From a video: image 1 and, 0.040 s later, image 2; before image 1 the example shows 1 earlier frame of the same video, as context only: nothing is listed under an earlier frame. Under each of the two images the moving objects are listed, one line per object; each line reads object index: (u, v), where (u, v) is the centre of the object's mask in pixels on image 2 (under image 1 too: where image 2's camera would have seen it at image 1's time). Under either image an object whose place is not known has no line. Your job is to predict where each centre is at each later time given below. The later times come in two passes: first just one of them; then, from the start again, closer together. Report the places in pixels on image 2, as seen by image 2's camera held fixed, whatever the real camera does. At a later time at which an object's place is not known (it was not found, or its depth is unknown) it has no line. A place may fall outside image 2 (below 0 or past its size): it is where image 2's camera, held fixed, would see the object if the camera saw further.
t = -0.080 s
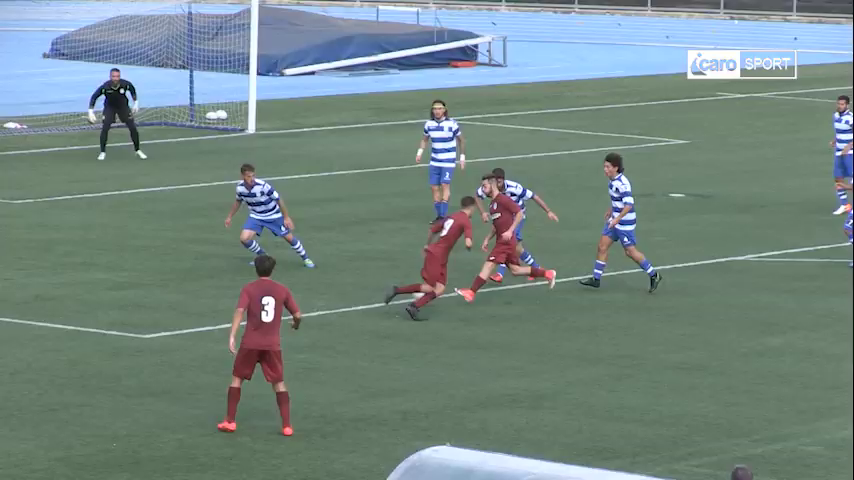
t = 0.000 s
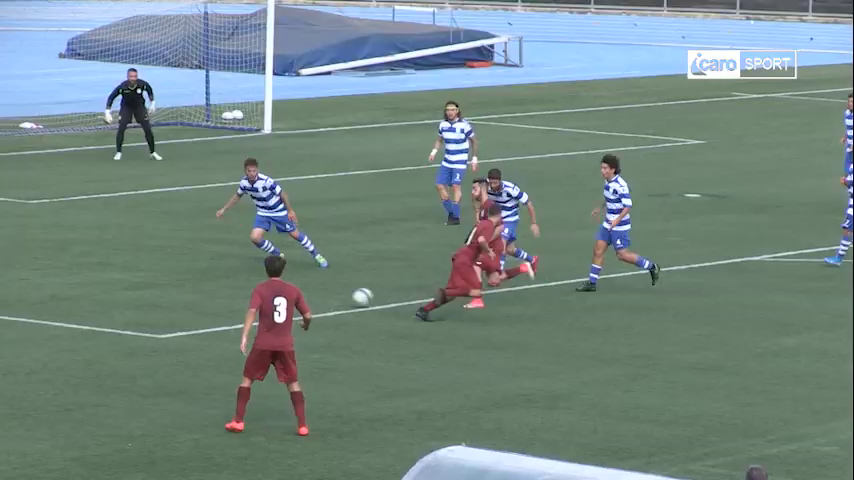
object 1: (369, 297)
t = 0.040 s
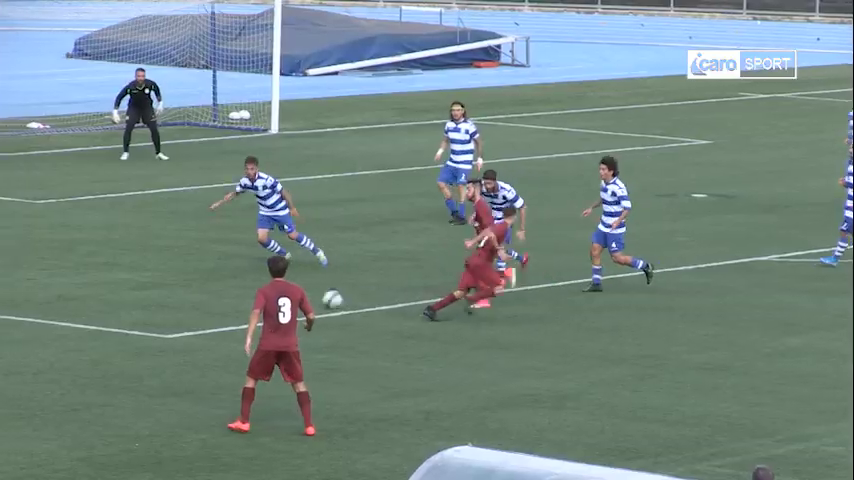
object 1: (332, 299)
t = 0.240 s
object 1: (167, 302)
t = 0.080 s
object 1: (304, 295)
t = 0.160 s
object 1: (232, 298)
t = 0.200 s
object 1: (198, 300)
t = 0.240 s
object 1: (167, 302)
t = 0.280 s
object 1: (138, 301)
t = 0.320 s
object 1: (109, 301)
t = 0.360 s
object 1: (80, 303)
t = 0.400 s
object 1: (52, 306)
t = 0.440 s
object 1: (26, 306)
